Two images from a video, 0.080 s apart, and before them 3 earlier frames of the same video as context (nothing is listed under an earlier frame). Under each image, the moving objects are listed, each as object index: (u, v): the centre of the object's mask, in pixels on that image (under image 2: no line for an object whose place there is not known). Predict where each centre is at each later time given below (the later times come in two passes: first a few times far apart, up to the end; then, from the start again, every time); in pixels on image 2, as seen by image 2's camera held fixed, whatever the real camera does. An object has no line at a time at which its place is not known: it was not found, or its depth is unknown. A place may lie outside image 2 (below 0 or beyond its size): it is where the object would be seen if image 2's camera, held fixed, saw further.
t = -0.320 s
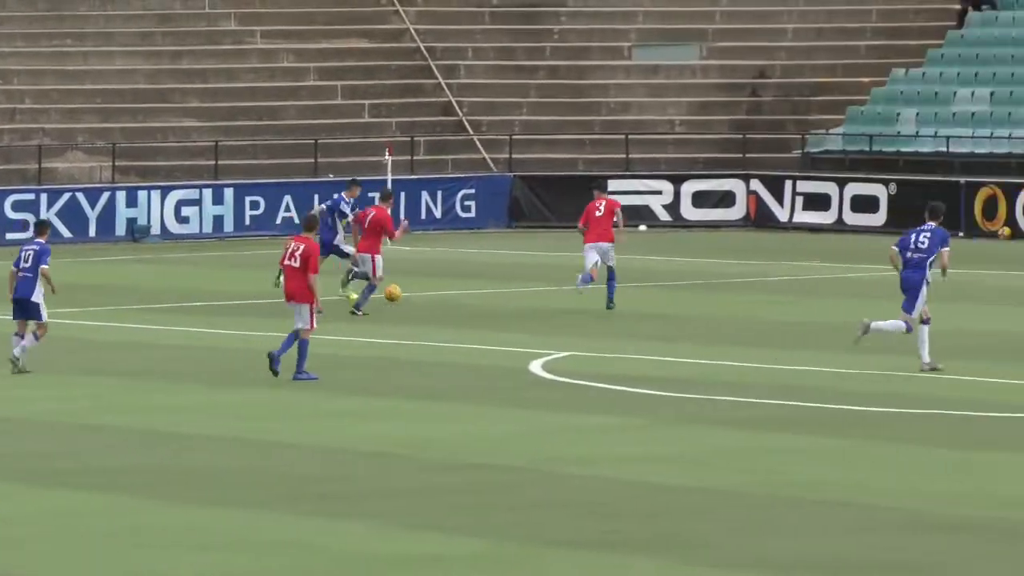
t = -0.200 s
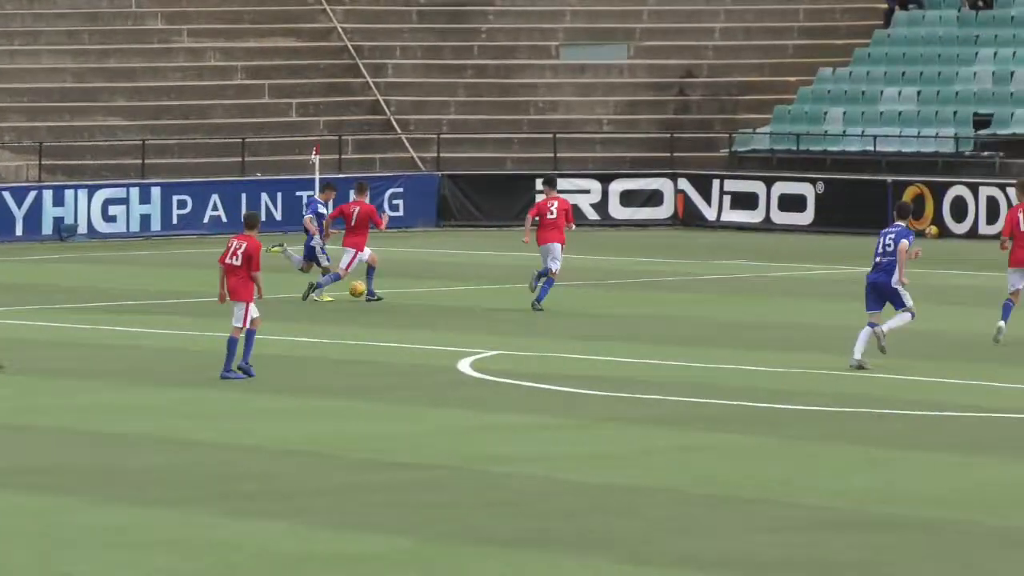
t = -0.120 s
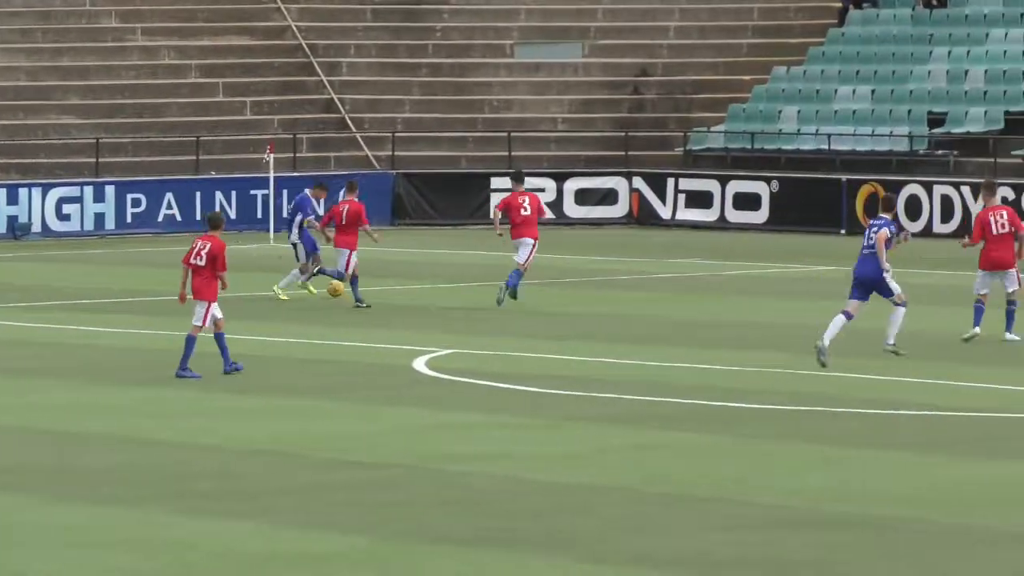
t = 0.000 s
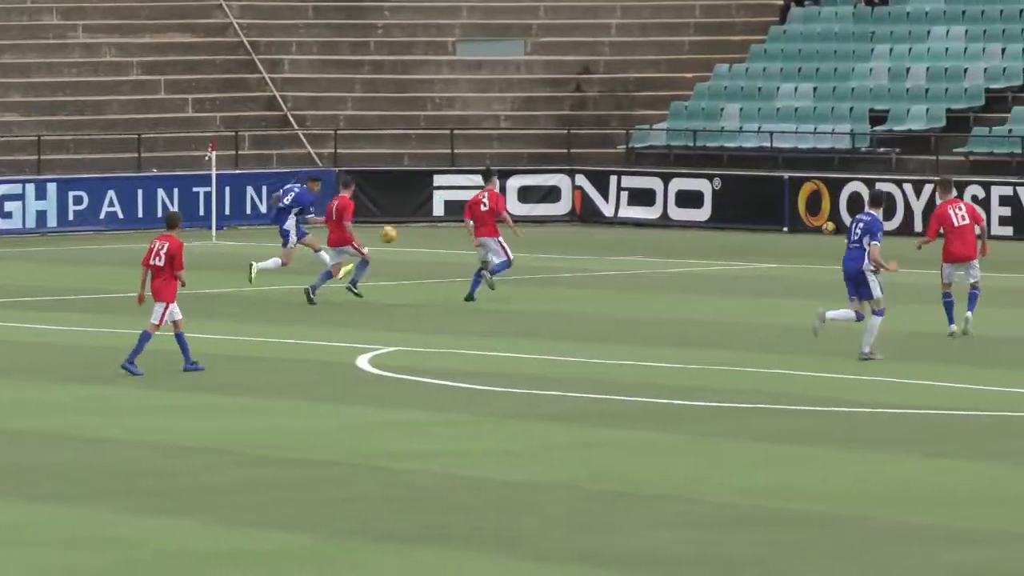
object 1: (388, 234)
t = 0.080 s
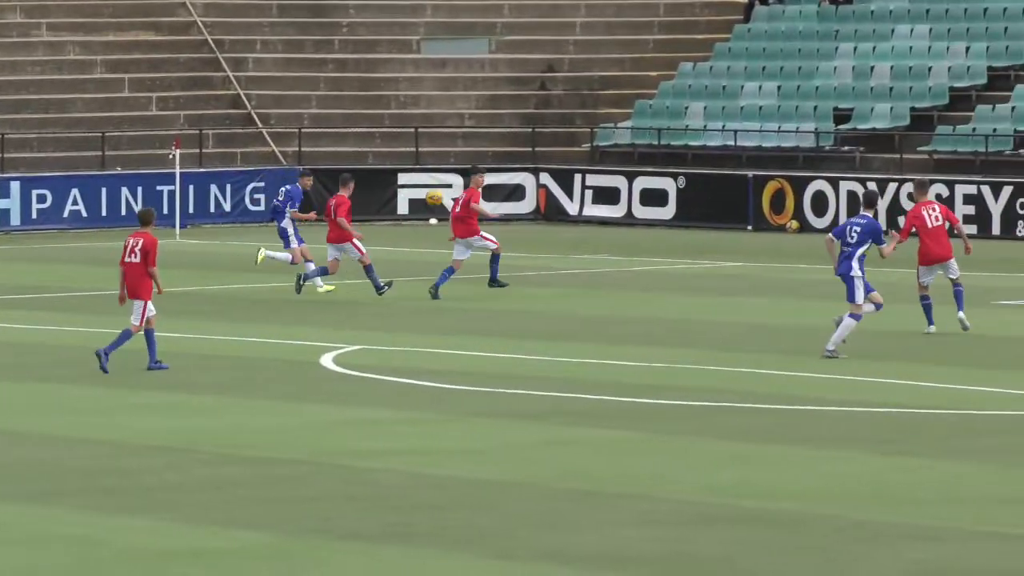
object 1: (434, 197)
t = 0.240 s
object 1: (595, 137)
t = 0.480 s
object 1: (835, 79)
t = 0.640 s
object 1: (999, 63)
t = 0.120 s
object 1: (474, 180)
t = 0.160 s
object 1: (514, 165)
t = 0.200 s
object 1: (555, 150)
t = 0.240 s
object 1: (595, 137)
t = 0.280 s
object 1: (635, 124)
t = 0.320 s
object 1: (675, 113)
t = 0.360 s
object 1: (715, 103)
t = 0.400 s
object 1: (753, 94)
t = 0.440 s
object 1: (794, 86)
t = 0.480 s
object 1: (835, 79)
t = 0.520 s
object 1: (875, 73)
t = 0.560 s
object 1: (917, 68)
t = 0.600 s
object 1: (957, 65)
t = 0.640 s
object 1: (999, 63)
